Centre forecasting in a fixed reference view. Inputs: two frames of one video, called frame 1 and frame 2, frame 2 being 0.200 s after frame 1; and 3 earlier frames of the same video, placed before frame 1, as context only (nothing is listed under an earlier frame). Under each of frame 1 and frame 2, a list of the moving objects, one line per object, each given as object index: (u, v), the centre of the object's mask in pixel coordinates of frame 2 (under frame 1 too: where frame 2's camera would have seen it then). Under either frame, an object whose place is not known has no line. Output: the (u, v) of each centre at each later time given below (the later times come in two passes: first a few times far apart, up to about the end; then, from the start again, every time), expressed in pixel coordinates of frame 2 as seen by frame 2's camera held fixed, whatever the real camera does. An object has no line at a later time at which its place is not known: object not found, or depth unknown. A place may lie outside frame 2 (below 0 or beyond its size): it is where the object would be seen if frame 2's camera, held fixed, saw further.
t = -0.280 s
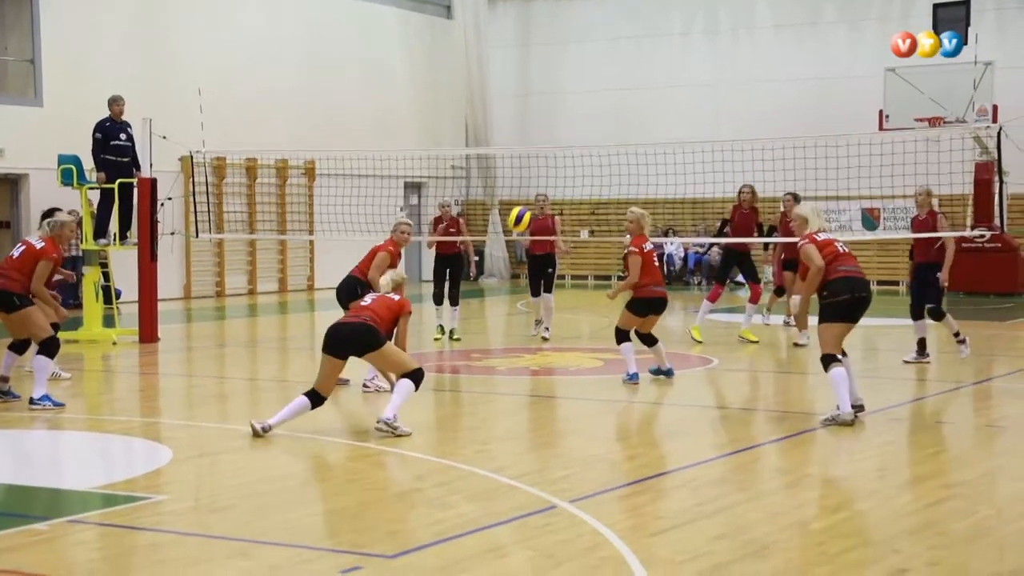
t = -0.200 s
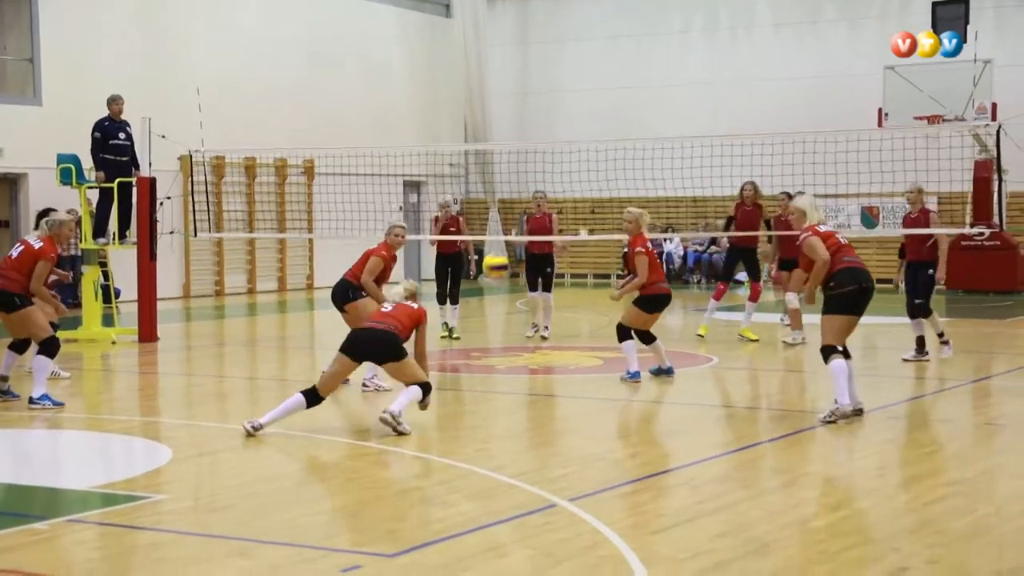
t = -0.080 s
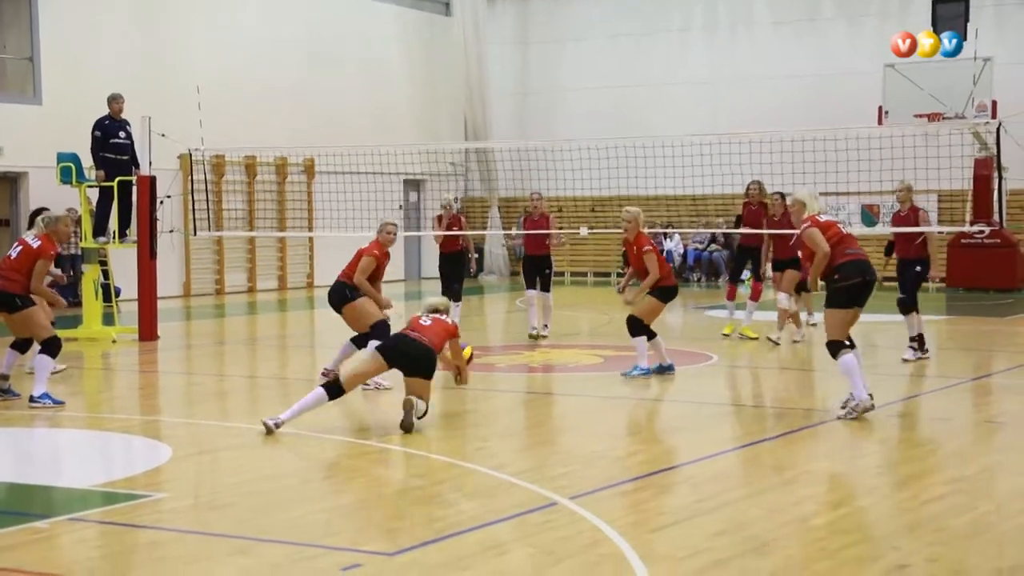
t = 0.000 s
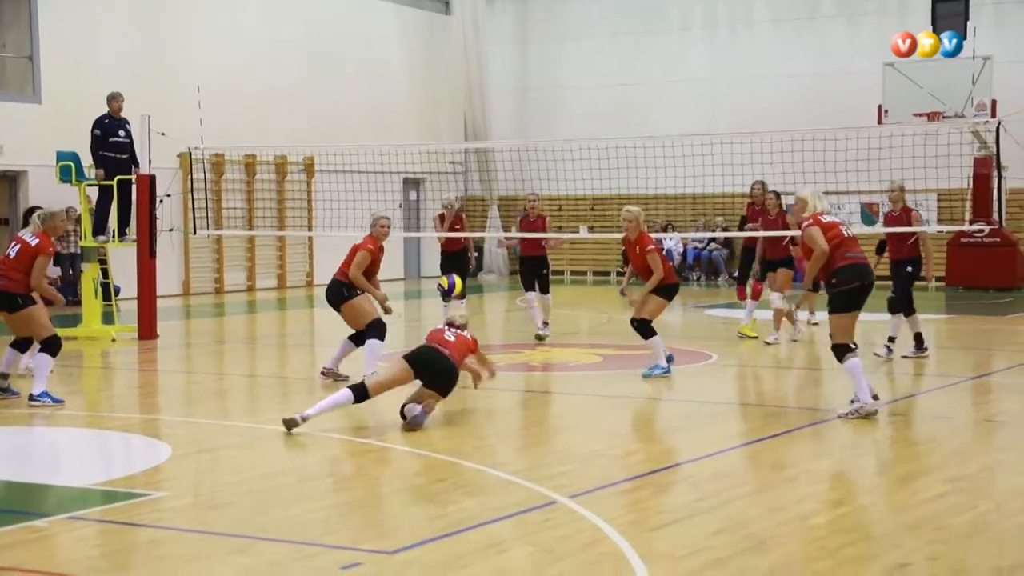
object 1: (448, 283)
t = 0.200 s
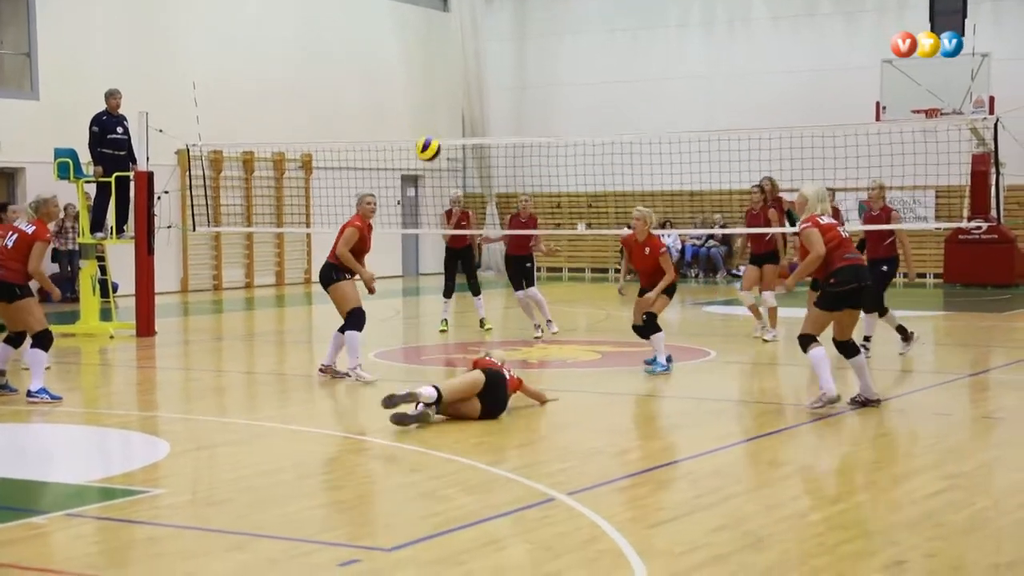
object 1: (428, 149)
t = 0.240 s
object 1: (423, 128)
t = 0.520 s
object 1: (392, 42)
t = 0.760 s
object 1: (368, 45)
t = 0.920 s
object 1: (354, 83)
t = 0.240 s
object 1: (423, 128)
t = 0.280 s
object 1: (418, 110)
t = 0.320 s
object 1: (415, 94)
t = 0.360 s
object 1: (410, 79)
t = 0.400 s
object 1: (405, 67)
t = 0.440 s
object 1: (401, 57)
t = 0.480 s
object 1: (396, 48)
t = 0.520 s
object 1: (392, 42)
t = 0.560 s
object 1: (388, 38)
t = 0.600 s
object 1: (384, 36)
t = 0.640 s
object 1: (380, 35)
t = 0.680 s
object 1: (376, 36)
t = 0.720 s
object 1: (372, 40)
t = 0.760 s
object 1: (368, 45)
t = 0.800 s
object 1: (365, 51)
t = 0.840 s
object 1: (361, 60)
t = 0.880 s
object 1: (358, 70)
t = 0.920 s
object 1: (354, 83)
